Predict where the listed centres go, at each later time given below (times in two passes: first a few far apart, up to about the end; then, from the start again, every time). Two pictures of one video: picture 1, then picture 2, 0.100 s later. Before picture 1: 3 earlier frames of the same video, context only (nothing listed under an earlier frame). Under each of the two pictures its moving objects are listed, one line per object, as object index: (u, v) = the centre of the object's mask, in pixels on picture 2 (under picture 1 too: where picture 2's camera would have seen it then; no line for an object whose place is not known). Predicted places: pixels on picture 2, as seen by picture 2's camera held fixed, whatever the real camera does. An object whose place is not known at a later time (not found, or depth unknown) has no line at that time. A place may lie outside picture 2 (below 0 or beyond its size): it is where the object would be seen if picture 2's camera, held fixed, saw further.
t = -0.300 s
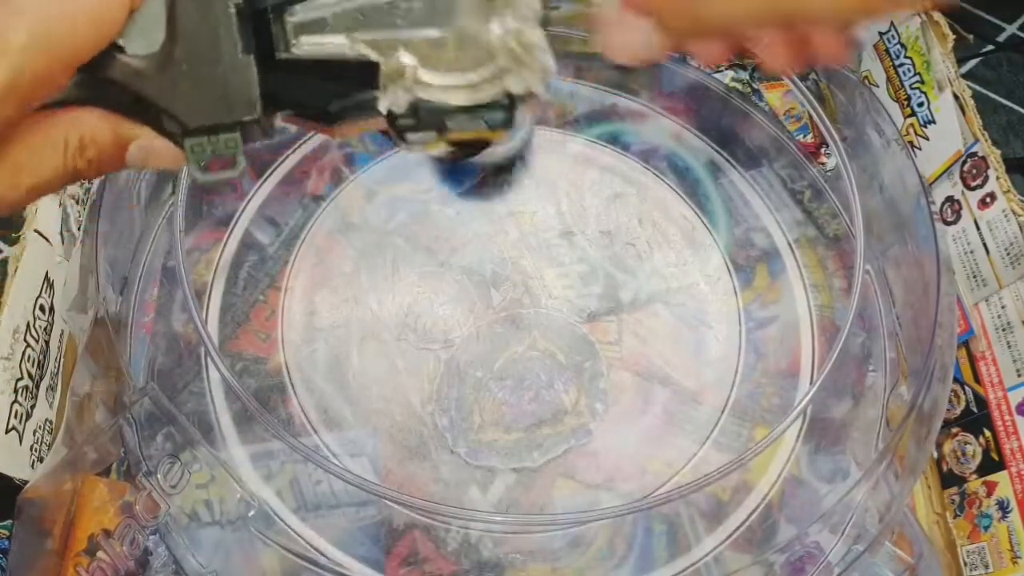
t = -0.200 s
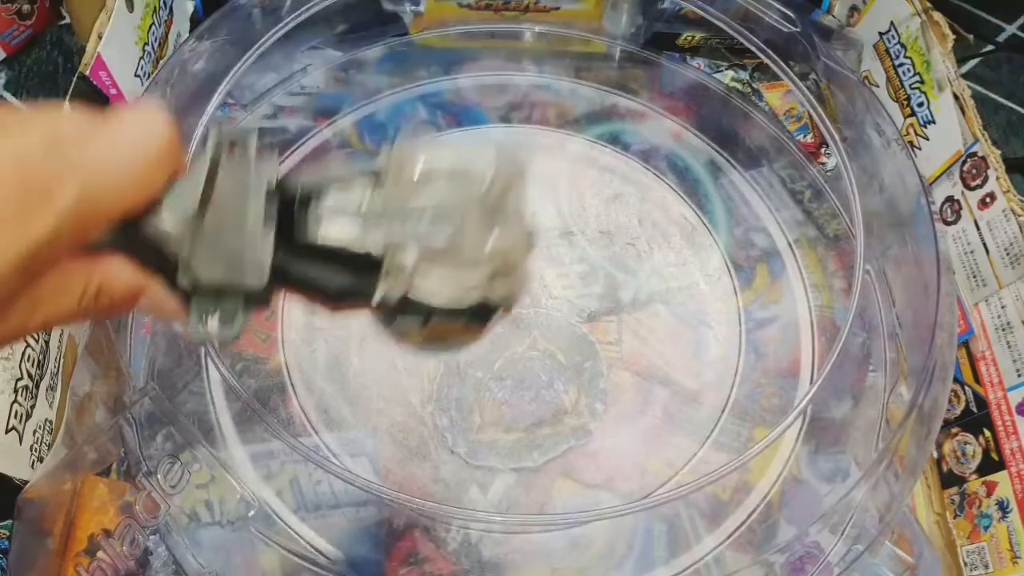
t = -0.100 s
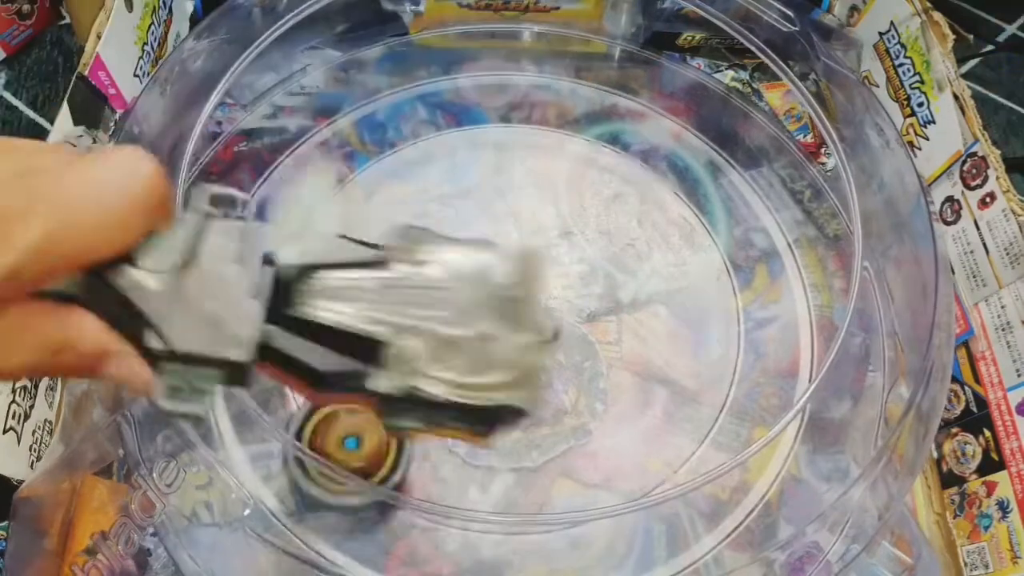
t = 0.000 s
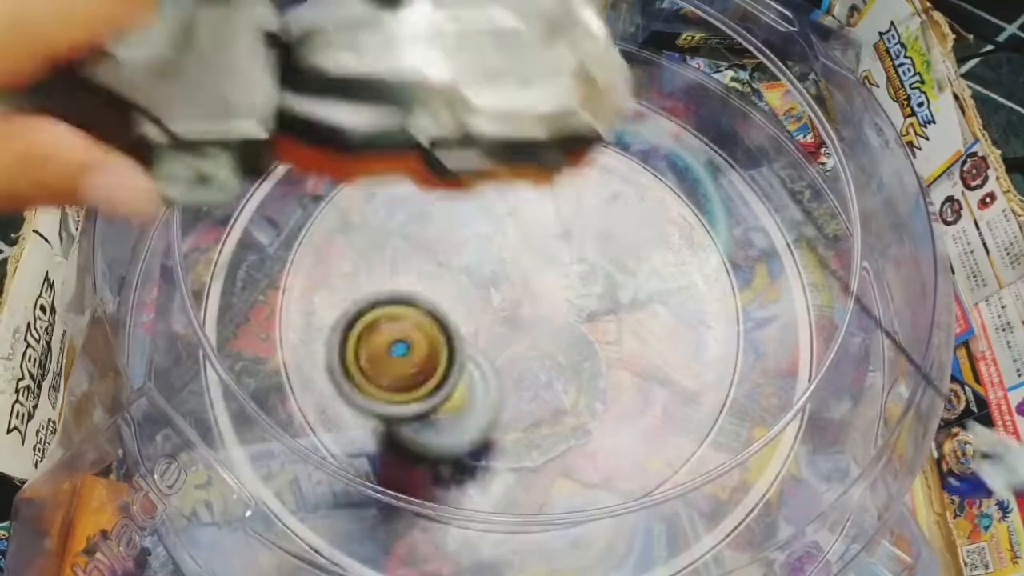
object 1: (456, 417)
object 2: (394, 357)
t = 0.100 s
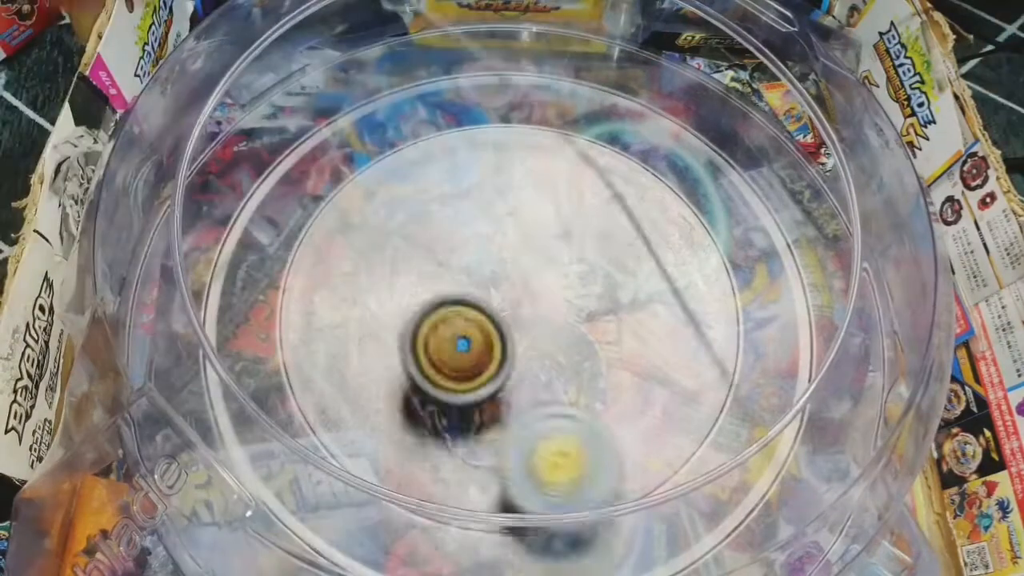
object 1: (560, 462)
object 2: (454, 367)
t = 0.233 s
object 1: (774, 441)
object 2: (570, 275)
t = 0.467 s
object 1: (857, 317)
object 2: (583, 177)
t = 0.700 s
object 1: (805, 202)
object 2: (478, 206)
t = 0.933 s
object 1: (691, 150)
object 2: (421, 327)
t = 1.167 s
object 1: (506, 169)
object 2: (625, 318)
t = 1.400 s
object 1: (354, 336)
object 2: (611, 217)
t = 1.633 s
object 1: (563, 463)
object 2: (481, 192)
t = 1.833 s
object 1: (668, 329)
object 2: (420, 278)
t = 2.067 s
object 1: (498, 181)
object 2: (597, 359)
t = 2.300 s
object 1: (343, 318)
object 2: (643, 256)
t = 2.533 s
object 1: (509, 437)
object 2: (540, 201)
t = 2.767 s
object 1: (620, 284)
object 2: (423, 266)
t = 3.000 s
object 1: (456, 190)
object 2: (558, 386)
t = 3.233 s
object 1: (387, 330)
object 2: (662, 275)
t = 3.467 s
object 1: (581, 376)
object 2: (562, 187)
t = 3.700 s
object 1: (581, 213)
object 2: (416, 241)
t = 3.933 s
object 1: (410, 224)
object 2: (515, 416)
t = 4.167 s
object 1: (454, 384)
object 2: (679, 333)
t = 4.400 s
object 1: (614, 303)
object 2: (617, 199)
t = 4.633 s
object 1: (546, 346)
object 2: (456, 34)
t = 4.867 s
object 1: (548, 329)
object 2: (368, 139)
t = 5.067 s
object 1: (542, 309)
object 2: (387, 257)
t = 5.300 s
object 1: (570, 319)
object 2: (389, 391)
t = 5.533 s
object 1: (501, 308)
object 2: (581, 413)
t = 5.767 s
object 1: (535, 363)
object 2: (654, 250)
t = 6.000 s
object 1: (531, 283)
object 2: (472, 196)
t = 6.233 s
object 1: (459, 352)
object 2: (332, 343)
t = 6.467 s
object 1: (550, 334)
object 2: (533, 482)
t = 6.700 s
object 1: (477, 274)
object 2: (697, 325)
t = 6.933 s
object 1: (456, 340)
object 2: (541, 154)
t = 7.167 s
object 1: (521, 300)
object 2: (323, 256)
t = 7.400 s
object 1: (448, 270)
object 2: (435, 447)
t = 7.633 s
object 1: (496, 326)
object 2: (659, 351)
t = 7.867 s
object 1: (517, 260)
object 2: (576, 183)
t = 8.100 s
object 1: (465, 301)
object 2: (383, 220)
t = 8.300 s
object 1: (535, 309)
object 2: (400, 365)
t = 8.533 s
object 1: (528, 258)
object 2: (590, 364)
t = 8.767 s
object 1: (488, 291)
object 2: (588, 243)
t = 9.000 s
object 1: (530, 333)
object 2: (471, 238)
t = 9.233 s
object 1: (590, 290)
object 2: (435, 339)
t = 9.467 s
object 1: (545, 247)
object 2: (511, 390)
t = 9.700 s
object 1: (492, 283)
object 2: (588, 371)
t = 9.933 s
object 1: (445, 312)
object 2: (638, 305)
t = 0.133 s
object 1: (637, 473)
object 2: (497, 341)
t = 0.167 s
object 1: (662, 471)
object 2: (512, 332)
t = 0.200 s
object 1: (711, 458)
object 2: (538, 312)
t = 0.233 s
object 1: (774, 441)
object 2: (570, 275)
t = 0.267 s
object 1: (792, 436)
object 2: (577, 264)
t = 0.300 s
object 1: (817, 417)
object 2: (588, 244)
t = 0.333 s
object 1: (834, 395)
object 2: (594, 225)
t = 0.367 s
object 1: (849, 377)
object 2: (596, 208)
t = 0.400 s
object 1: (863, 358)
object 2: (595, 193)
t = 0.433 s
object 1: (862, 337)
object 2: (589, 183)
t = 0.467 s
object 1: (857, 317)
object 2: (583, 177)
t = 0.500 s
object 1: (852, 296)
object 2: (573, 172)
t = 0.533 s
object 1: (849, 278)
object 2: (562, 171)
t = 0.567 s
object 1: (843, 259)
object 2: (548, 173)
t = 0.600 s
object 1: (840, 244)
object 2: (535, 177)
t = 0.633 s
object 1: (835, 227)
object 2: (517, 183)
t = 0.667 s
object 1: (816, 212)
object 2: (498, 193)
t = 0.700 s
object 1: (805, 202)
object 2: (478, 206)
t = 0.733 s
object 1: (795, 192)
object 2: (455, 221)
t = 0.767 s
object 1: (782, 185)
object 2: (435, 238)
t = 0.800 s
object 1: (766, 174)
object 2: (419, 255)
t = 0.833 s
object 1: (744, 168)
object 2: (408, 272)
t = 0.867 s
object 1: (724, 161)
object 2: (404, 291)
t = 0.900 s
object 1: (707, 154)
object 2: (408, 309)
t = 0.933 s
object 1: (691, 150)
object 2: (421, 327)
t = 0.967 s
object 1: (677, 147)
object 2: (441, 342)
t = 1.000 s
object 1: (662, 144)
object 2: (470, 356)
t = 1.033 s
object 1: (645, 143)
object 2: (503, 362)
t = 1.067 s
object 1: (621, 146)
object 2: (537, 361)
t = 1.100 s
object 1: (593, 151)
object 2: (568, 354)
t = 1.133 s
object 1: (561, 156)
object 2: (596, 343)
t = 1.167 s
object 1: (506, 169)
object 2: (625, 318)
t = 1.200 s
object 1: (489, 174)
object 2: (632, 308)
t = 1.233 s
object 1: (455, 189)
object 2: (641, 279)
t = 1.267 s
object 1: (422, 210)
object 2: (642, 264)
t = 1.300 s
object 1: (394, 234)
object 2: (639, 255)
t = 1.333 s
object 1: (373, 264)
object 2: (633, 242)
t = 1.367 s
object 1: (360, 300)
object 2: (623, 227)
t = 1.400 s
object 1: (354, 336)
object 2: (611, 217)
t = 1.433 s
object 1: (361, 372)
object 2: (597, 205)
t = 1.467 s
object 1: (379, 406)
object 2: (579, 199)
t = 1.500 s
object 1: (407, 435)
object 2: (561, 194)
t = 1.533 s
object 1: (443, 454)
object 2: (540, 189)
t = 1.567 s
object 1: (485, 465)
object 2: (521, 186)
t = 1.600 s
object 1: (524, 467)
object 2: (499, 188)
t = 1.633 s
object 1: (563, 463)
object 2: (481, 192)
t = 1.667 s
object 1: (596, 454)
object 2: (463, 198)
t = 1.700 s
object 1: (624, 438)
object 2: (448, 208)
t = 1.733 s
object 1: (645, 415)
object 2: (434, 222)
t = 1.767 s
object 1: (659, 389)
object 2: (423, 240)
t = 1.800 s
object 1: (668, 357)
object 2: (419, 258)
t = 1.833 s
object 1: (668, 329)
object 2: (420, 278)
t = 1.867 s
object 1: (660, 300)
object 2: (427, 300)
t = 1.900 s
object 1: (648, 272)
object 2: (443, 322)
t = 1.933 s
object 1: (631, 247)
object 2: (464, 341)
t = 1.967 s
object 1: (607, 223)
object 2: (493, 359)
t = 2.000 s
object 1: (579, 203)
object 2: (525, 367)
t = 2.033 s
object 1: (531, 186)
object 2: (571, 366)
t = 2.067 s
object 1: (498, 181)
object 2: (597, 359)
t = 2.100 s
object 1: (465, 184)
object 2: (620, 349)
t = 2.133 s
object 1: (434, 193)
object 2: (635, 337)
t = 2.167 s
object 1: (402, 208)
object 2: (646, 323)
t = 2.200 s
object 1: (377, 229)
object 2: (651, 308)
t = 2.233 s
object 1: (368, 241)
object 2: (651, 301)
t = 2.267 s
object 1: (347, 282)
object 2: (650, 277)
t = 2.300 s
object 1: (343, 318)
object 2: (643, 256)
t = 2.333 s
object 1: (349, 350)
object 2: (634, 248)
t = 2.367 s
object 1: (363, 378)
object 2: (621, 238)
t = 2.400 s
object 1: (375, 391)
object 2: (614, 231)
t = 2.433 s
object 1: (404, 413)
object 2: (598, 221)
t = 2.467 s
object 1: (436, 428)
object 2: (580, 213)
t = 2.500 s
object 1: (472, 436)
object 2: (561, 205)
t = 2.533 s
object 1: (509, 437)
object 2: (540, 201)
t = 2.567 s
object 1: (544, 428)
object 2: (519, 199)
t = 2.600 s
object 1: (573, 413)
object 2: (497, 200)
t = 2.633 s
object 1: (598, 393)
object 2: (477, 206)
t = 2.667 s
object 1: (614, 369)
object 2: (457, 216)
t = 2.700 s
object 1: (623, 344)
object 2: (442, 230)
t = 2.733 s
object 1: (625, 313)
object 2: (430, 247)
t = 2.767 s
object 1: (620, 284)
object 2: (423, 266)
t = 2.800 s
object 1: (609, 256)
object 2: (421, 289)
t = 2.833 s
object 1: (590, 232)
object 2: (429, 313)
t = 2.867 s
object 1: (568, 213)
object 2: (443, 336)
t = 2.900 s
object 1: (543, 197)
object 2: (466, 359)
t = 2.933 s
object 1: (515, 188)
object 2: (495, 375)
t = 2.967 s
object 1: (486, 185)
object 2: (529, 384)
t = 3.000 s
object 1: (456, 190)
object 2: (558, 386)
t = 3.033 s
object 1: (417, 206)
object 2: (599, 372)
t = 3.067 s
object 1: (398, 223)
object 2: (622, 358)
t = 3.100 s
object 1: (391, 231)
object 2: (632, 350)
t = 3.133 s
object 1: (378, 266)
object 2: (653, 333)
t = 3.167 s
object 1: (377, 292)
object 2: (660, 317)
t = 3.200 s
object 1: (381, 318)
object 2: (661, 291)
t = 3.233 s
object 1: (387, 330)
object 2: (662, 275)
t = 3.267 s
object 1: (403, 354)
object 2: (655, 263)
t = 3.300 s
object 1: (425, 375)
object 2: (648, 253)
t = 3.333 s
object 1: (453, 390)
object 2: (636, 238)
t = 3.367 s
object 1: (486, 399)
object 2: (622, 222)
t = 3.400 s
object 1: (519, 401)
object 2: (604, 206)
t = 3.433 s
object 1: (553, 391)
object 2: (583, 195)
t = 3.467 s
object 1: (581, 376)
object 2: (562, 187)
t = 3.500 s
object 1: (603, 357)
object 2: (539, 181)
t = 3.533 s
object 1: (618, 331)
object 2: (516, 179)
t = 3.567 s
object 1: (625, 303)
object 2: (493, 183)
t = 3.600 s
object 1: (622, 278)
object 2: (470, 190)
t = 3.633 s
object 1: (616, 254)
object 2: (449, 203)
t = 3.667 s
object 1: (600, 229)
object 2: (431, 219)
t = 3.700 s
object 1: (581, 213)
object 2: (416, 241)
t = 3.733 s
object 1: (559, 199)
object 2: (406, 265)
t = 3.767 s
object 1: (533, 191)
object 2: (403, 293)
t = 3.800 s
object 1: (506, 188)
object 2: (408, 322)
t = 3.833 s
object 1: (478, 188)
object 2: (424, 353)
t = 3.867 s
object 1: (452, 196)
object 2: (449, 381)
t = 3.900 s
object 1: (428, 207)
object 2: (481, 403)
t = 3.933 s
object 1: (410, 224)
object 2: (515, 416)
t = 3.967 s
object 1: (397, 244)
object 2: (551, 418)
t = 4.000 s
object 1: (390, 266)
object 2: (585, 416)
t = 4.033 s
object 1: (388, 290)
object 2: (615, 397)
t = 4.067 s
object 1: (398, 333)
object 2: (651, 372)
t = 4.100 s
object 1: (415, 357)
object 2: (667, 350)
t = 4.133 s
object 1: (440, 376)
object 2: (676, 343)
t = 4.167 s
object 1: (454, 384)
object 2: (679, 333)
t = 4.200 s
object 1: (485, 392)
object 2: (680, 313)
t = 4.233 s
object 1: (517, 394)
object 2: (678, 280)
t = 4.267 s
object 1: (550, 385)
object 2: (671, 263)
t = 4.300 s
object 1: (577, 370)
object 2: (660, 250)
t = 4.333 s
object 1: (596, 350)
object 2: (648, 233)
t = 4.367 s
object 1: (609, 327)
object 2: (635, 216)
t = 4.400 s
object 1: (614, 303)
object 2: (617, 199)
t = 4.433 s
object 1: (614, 275)
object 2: (597, 184)
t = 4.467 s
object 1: (608, 286)
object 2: (575, 153)
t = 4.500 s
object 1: (598, 306)
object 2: (550, 101)
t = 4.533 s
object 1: (586, 324)
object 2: (531, 53)
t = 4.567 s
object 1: (571, 335)
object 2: (508, 25)
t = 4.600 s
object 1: (558, 344)
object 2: (481, 28)
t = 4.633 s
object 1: (546, 346)
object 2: (456, 34)
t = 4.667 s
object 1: (539, 346)
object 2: (435, 45)
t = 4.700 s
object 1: (534, 344)
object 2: (418, 53)
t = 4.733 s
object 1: (533, 341)
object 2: (403, 65)
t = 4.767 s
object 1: (533, 337)
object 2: (389, 95)
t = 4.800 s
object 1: (536, 334)
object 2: (377, 111)
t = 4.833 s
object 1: (540, 331)
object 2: (371, 124)
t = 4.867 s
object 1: (548, 329)
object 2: (368, 139)
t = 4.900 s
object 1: (553, 327)
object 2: (367, 152)
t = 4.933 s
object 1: (556, 323)
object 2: (369, 170)
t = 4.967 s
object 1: (557, 319)
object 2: (372, 189)
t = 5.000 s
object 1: (554, 315)
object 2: (376, 210)
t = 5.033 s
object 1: (550, 310)
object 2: (380, 232)
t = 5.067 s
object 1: (542, 309)
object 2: (387, 257)
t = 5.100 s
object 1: (534, 307)
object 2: (394, 282)
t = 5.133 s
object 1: (526, 310)
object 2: (404, 306)
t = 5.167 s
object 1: (543, 321)
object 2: (389, 333)
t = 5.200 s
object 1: (549, 325)
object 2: (381, 341)
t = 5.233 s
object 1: (561, 330)
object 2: (373, 356)
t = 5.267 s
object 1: (569, 328)
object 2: (374, 370)
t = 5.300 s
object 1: (570, 319)
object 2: (389, 391)
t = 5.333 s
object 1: (569, 316)
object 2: (399, 398)
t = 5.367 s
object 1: (563, 306)
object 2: (419, 416)
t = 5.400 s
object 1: (553, 299)
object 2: (443, 426)
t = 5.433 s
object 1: (541, 295)
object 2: (476, 429)
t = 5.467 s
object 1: (528, 296)
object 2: (511, 432)
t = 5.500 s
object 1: (513, 299)
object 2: (546, 421)
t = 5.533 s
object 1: (501, 308)
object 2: (581, 413)
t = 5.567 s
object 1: (493, 318)
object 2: (612, 388)
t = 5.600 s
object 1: (487, 330)
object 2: (637, 367)
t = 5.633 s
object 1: (488, 343)
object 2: (657, 350)
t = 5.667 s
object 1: (495, 354)
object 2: (666, 326)
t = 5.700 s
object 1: (505, 361)
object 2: (670, 302)
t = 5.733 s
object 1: (519, 363)
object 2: (666, 267)
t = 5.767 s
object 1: (535, 363)
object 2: (654, 250)
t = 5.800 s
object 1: (548, 359)
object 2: (638, 231)
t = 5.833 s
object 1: (560, 348)
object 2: (616, 212)
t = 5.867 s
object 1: (568, 334)
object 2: (591, 199)
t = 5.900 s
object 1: (567, 319)
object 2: (563, 193)
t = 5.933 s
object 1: (560, 303)
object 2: (533, 189)
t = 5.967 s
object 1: (549, 291)
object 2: (501, 190)
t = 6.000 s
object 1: (531, 283)
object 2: (472, 196)
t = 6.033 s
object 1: (512, 278)
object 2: (443, 209)
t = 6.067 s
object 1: (488, 286)
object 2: (401, 227)
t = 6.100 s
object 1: (472, 295)
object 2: (378, 242)
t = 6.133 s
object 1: (465, 299)
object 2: (368, 253)
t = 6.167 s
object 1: (455, 312)
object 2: (352, 276)
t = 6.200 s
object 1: (453, 338)
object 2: (335, 314)
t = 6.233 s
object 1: (459, 352)
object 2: (332, 343)
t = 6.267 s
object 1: (465, 359)
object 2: (334, 357)
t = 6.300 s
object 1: (478, 369)
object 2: (345, 377)
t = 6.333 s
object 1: (502, 373)
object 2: (380, 425)
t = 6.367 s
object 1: (518, 368)
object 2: (413, 442)
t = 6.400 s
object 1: (527, 364)
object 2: (431, 450)
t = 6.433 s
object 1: (539, 355)
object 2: (469, 477)
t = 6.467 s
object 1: (550, 334)
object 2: (533, 482)
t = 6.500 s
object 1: (551, 327)
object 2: (554, 478)
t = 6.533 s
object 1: (548, 312)
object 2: (596, 454)
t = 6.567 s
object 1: (541, 298)
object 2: (631, 438)
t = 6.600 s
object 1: (529, 287)
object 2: (661, 411)
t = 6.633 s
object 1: (514, 279)
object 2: (682, 381)
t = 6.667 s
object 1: (496, 275)
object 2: (695, 347)
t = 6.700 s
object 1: (477, 274)
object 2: (697, 325)
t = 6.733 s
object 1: (462, 277)
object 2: (696, 278)
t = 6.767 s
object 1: (448, 285)
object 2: (683, 259)
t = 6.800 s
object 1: (439, 296)
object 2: (665, 231)
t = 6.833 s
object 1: (437, 308)
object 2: (641, 204)
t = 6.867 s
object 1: (440, 320)
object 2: (611, 182)
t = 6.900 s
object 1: (446, 331)
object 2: (578, 165)
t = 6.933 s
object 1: (456, 340)
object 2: (541, 154)
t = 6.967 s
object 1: (468, 346)
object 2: (504, 150)
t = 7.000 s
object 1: (489, 346)
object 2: (447, 154)
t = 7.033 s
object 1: (495, 345)
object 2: (430, 159)
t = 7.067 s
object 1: (507, 338)
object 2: (396, 174)
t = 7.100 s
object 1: (515, 328)
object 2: (365, 196)
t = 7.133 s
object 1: (523, 306)
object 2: (332, 240)
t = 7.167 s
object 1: (521, 300)
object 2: (323, 256)
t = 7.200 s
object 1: (518, 287)
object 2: (314, 288)
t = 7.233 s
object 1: (509, 277)
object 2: (312, 321)
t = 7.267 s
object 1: (497, 268)
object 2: (320, 355)
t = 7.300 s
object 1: (485, 262)
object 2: (335, 379)
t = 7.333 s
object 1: (472, 261)
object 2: (363, 408)
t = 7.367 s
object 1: (460, 264)
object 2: (396, 431)
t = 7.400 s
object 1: (448, 270)
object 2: (435, 447)
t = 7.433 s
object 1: (440, 281)
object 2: (475, 456)
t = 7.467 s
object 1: (438, 292)
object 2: (516, 459)
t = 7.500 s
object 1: (442, 305)
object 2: (554, 454)
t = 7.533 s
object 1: (452, 316)
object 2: (590, 432)
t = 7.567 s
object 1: (465, 324)
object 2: (621, 410)
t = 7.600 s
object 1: (480, 328)
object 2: (643, 383)
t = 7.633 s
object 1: (496, 326)
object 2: (659, 351)
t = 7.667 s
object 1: (511, 322)
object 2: (664, 320)
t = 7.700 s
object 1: (524, 313)
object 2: (664, 290)
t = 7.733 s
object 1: (532, 300)
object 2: (652, 263)
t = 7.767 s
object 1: (537, 287)
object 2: (639, 247)
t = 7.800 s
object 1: (535, 276)
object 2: (620, 217)
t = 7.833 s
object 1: (527, 266)
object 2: (600, 201)
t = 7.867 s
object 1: (517, 260)
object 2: (576, 183)
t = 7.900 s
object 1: (505, 253)
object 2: (547, 170)
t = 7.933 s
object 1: (492, 251)
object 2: (518, 161)
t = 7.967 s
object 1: (479, 253)
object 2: (488, 159)
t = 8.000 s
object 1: (469, 259)
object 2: (460, 164)
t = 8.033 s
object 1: (462, 269)
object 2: (433, 173)
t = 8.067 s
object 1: (459, 281)
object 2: (410, 189)
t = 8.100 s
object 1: (465, 301)
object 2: (383, 220)
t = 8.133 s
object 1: (470, 307)
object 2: (376, 233)
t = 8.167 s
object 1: (484, 314)
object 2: (368, 260)
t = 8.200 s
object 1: (502, 318)
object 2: (368, 302)
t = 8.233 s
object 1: (509, 317)
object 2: (371, 316)
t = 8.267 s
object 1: (522, 314)
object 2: (382, 342)
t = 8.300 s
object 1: (535, 309)
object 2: (400, 365)
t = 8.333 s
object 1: (544, 302)
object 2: (426, 386)
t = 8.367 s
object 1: (549, 291)
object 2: (452, 399)
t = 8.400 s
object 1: (549, 281)
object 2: (484, 406)
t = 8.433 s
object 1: (547, 272)
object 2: (514, 405)
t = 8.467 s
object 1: (541, 265)
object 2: (544, 395)
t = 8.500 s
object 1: (535, 260)
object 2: (568, 382)
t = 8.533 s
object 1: (528, 258)
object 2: (590, 364)
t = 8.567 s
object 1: (519, 260)
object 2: (605, 345)
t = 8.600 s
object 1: (513, 262)
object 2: (612, 324)
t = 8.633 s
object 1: (503, 264)
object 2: (616, 304)
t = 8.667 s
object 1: (494, 269)
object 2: (617, 284)
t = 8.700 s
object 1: (488, 279)
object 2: (607, 259)
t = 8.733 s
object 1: (488, 283)
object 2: (601, 255)
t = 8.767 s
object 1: (488, 291)
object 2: (588, 243)
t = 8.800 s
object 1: (491, 298)
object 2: (570, 221)
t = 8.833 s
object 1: (496, 304)
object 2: (552, 217)
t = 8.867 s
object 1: (498, 314)
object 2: (536, 218)
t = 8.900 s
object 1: (501, 322)
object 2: (519, 216)
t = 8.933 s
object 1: (509, 328)
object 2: (501, 219)
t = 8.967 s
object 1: (519, 333)
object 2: (485, 226)
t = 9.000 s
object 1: (530, 333)
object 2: (471, 238)
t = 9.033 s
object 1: (543, 330)
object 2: (459, 252)
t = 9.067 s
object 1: (553, 324)
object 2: (452, 267)
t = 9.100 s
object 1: (559, 317)
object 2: (448, 285)
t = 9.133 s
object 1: (572, 309)
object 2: (441, 308)
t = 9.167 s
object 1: (584, 305)
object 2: (431, 318)
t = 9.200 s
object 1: (587, 302)
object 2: (430, 321)
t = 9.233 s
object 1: (590, 290)
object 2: (435, 339)
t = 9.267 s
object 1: (587, 281)
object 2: (446, 348)
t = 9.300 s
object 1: (584, 278)
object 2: (452, 352)
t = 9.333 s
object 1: (575, 271)
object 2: (470, 362)
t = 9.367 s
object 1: (564, 266)
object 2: (485, 366)
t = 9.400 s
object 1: (553, 265)
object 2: (503, 368)
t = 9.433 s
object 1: (549, 255)
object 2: (506, 376)
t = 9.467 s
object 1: (545, 247)
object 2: (511, 390)
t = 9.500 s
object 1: (538, 244)
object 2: (519, 394)
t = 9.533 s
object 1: (527, 249)
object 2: (529, 394)
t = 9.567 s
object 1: (516, 257)
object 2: (542, 391)
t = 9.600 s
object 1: (508, 266)
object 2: (552, 385)
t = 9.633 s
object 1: (503, 276)
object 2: (562, 381)
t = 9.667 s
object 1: (500, 284)
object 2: (572, 372)
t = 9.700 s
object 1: (492, 283)
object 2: (588, 371)
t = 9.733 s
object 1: (487, 287)
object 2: (599, 366)
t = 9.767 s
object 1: (485, 293)
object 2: (606, 358)
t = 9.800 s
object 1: (485, 301)
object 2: (607, 351)
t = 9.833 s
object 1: (487, 307)
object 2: (606, 342)
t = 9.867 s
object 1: (484, 313)
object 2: (606, 334)
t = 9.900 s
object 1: (461, 312)
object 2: (626, 320)
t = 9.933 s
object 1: (445, 312)
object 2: (638, 305)
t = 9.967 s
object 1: (438, 315)
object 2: (643, 301)
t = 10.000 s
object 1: (437, 321)
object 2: (643, 276)
